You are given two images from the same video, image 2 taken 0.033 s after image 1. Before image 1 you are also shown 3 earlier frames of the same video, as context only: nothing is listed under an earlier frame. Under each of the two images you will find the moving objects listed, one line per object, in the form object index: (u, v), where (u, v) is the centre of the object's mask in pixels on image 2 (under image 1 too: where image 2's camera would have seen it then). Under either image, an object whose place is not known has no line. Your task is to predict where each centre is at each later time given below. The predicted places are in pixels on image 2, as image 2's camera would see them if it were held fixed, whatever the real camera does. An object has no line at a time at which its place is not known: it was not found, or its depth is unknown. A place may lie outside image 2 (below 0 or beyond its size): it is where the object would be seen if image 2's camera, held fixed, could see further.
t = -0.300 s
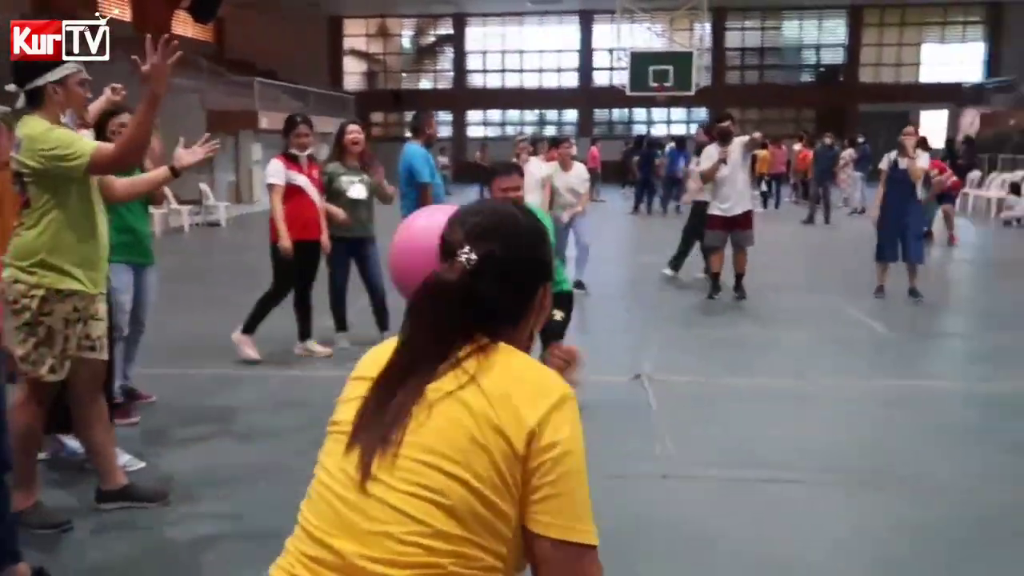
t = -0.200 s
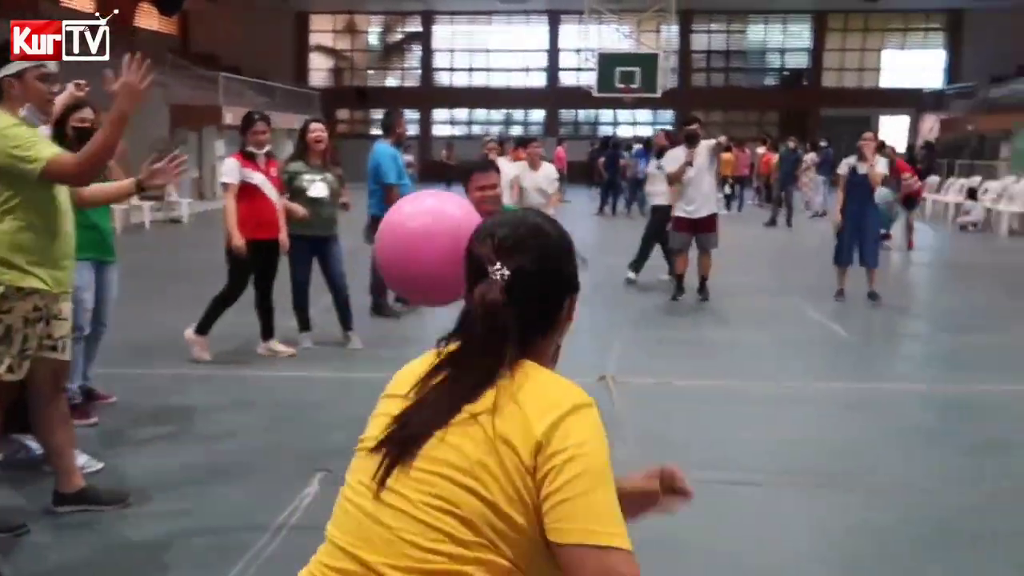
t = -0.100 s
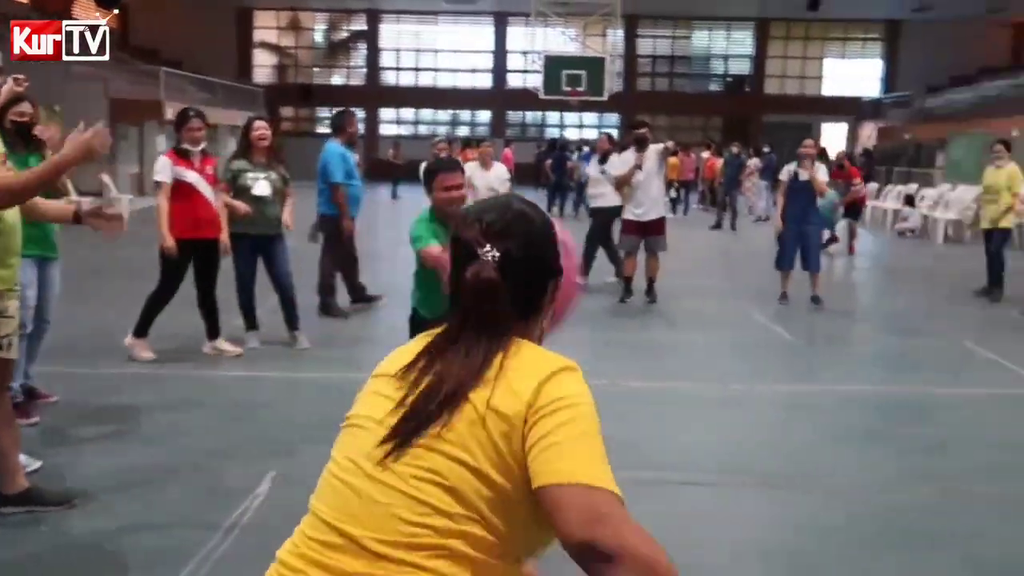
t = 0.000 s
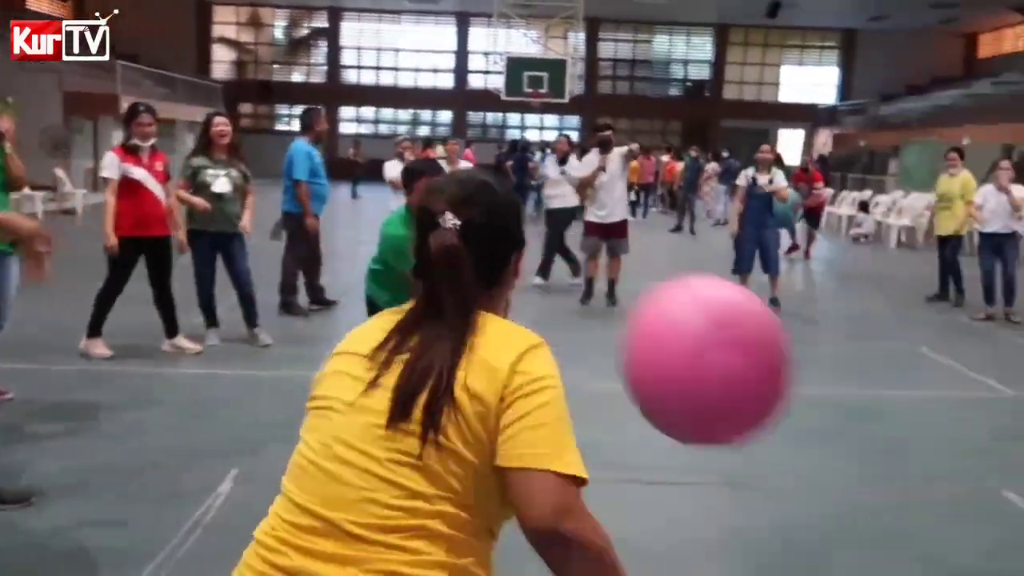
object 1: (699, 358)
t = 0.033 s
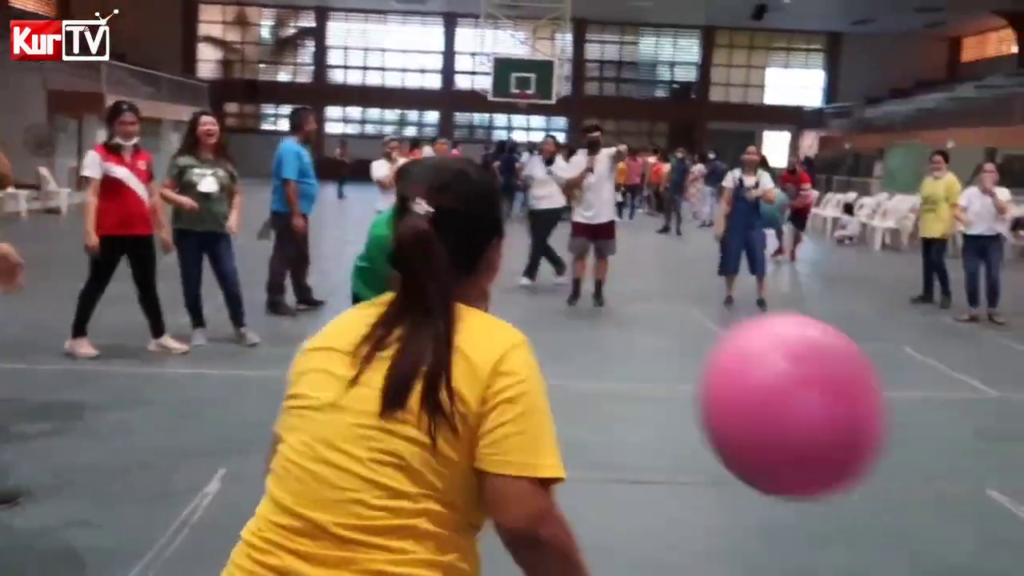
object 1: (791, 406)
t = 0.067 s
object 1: (901, 464)
